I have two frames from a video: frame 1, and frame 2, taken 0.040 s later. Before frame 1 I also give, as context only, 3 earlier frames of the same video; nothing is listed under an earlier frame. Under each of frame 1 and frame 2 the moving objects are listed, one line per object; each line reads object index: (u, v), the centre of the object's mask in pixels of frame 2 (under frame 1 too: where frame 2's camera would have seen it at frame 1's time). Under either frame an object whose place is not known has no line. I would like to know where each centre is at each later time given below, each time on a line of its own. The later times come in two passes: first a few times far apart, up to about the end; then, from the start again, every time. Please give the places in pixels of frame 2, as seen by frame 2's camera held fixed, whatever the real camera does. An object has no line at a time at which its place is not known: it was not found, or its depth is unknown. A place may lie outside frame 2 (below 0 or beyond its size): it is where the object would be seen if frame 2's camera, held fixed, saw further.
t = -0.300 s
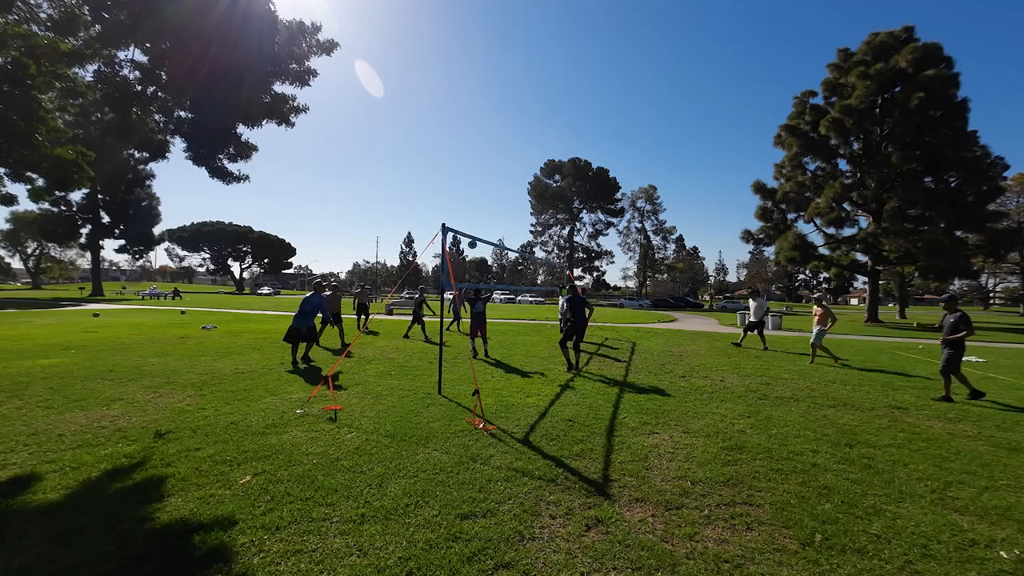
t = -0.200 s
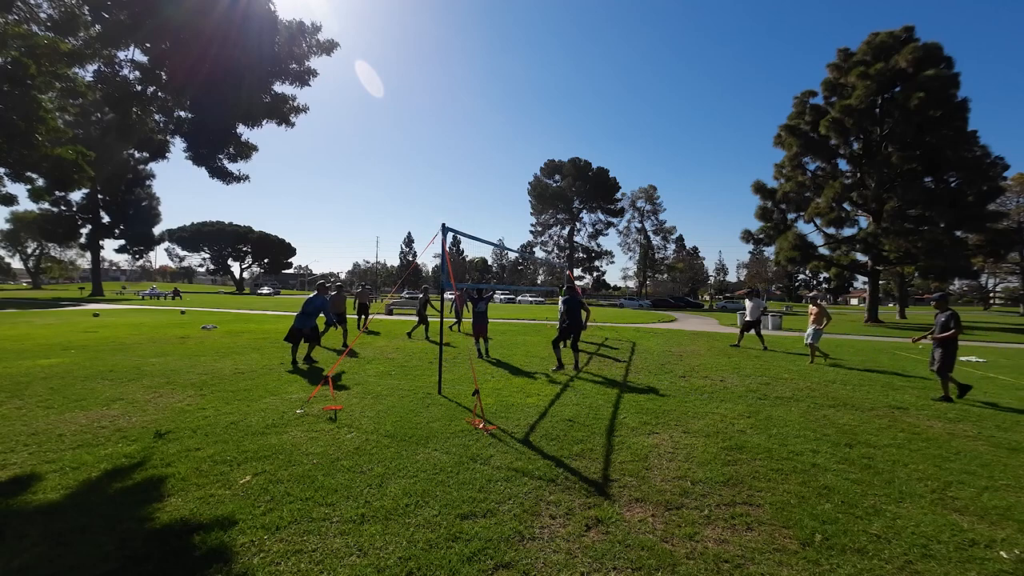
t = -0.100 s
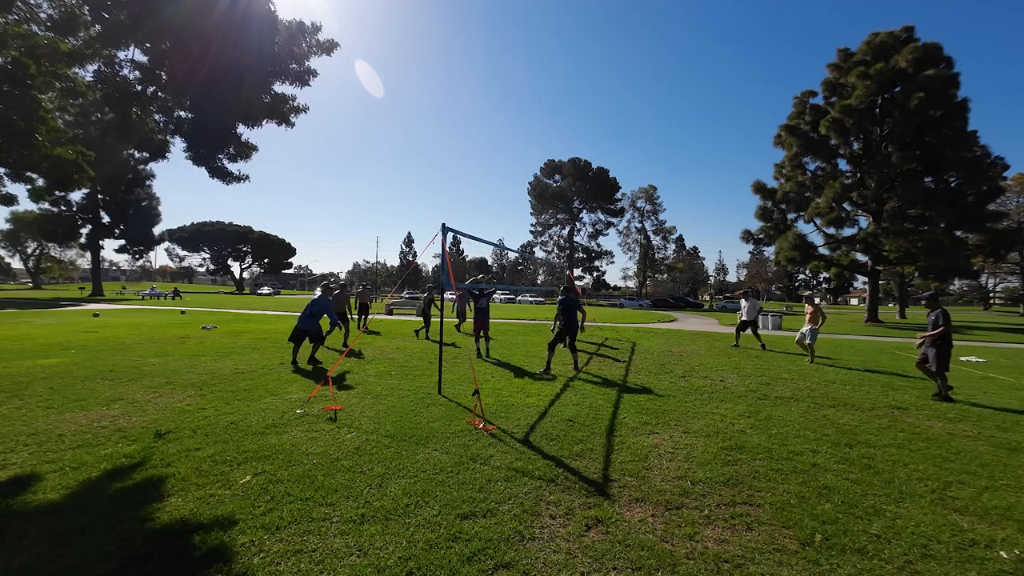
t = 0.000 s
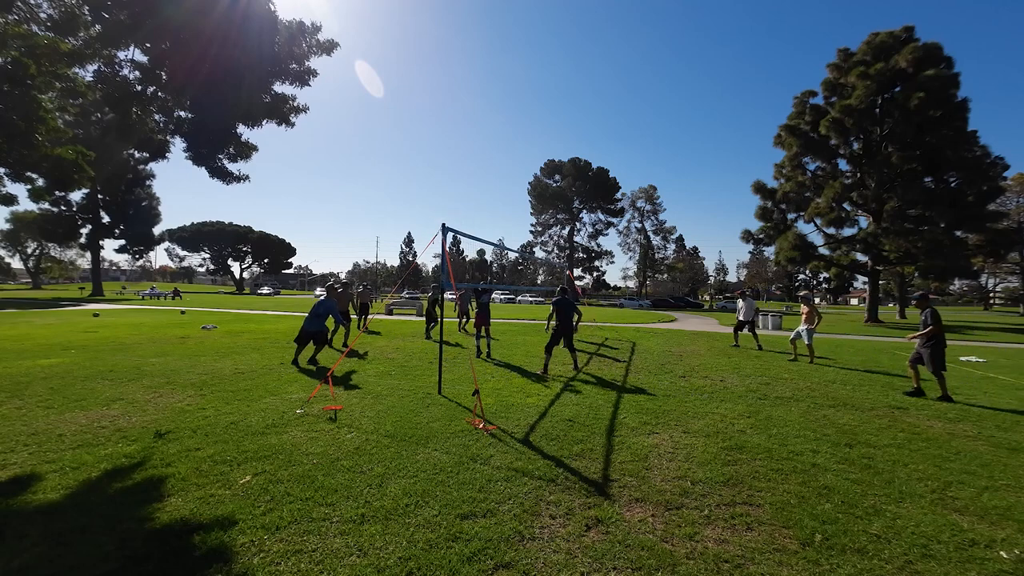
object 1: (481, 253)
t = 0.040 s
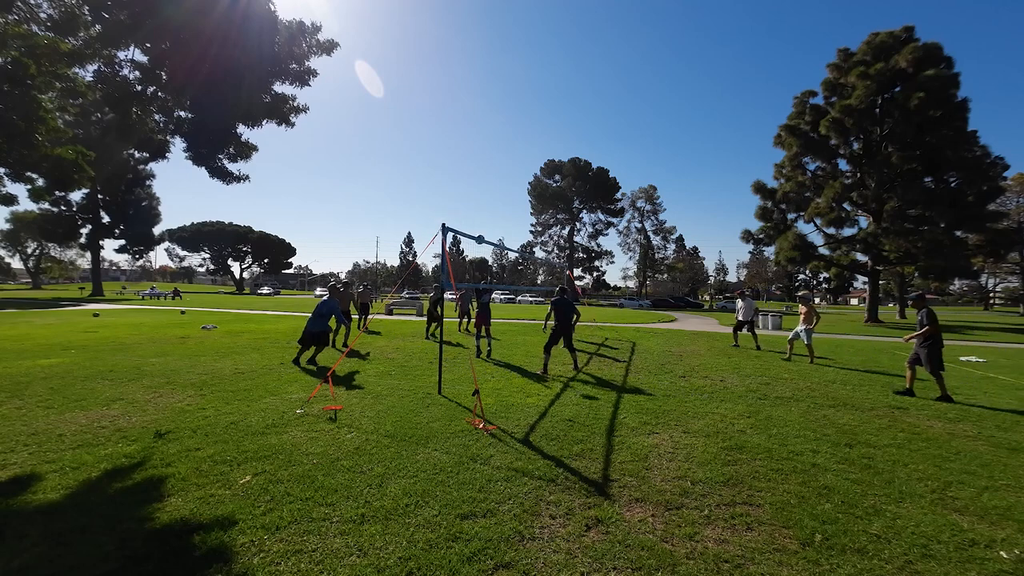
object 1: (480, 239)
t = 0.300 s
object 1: (470, 169)
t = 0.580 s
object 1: (458, 127)
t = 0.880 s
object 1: (444, 123)
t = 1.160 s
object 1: (428, 161)
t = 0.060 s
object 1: (479, 233)
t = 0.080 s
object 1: (478, 226)
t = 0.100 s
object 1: (478, 220)
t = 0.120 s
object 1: (477, 214)
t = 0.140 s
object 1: (476, 209)
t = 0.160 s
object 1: (476, 203)
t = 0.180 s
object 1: (475, 198)
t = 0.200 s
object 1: (474, 192)
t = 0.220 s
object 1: (474, 187)
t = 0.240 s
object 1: (473, 182)
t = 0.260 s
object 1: (472, 178)
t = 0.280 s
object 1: (471, 173)
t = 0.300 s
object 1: (470, 169)
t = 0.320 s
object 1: (470, 165)
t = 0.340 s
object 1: (469, 161)
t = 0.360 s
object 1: (468, 157)
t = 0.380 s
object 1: (467, 153)
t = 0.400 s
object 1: (466, 150)
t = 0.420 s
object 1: (465, 146)
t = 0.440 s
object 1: (465, 143)
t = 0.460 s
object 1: (464, 140)
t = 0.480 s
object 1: (463, 138)
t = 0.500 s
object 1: (462, 135)
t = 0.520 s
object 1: (461, 133)
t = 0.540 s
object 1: (460, 130)
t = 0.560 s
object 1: (459, 129)
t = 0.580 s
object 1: (458, 127)
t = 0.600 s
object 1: (458, 125)
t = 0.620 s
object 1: (456, 124)
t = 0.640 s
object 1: (456, 122)
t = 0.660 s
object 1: (455, 121)
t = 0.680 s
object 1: (454, 121)
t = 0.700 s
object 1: (453, 120)
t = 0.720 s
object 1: (452, 119)
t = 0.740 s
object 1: (451, 119)
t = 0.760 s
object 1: (450, 119)
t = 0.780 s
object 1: (449, 119)
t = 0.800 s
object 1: (448, 119)
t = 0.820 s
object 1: (447, 120)
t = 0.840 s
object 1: (446, 121)
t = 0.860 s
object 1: (445, 122)
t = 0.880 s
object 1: (444, 123)
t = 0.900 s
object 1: (443, 124)
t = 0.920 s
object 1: (442, 125)
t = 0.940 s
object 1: (441, 127)
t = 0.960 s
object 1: (439, 129)
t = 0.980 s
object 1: (438, 131)
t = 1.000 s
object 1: (437, 134)
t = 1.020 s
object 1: (436, 136)
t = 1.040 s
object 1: (435, 139)
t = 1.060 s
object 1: (434, 142)
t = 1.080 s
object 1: (433, 146)
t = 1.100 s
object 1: (431, 149)
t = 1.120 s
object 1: (430, 153)
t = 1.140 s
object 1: (429, 157)
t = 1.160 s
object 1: (428, 161)
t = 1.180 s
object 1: (427, 165)
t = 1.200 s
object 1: (426, 170)
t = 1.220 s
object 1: (424, 175)
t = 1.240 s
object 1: (423, 180)
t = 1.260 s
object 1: (422, 185)
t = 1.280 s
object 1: (421, 191)
